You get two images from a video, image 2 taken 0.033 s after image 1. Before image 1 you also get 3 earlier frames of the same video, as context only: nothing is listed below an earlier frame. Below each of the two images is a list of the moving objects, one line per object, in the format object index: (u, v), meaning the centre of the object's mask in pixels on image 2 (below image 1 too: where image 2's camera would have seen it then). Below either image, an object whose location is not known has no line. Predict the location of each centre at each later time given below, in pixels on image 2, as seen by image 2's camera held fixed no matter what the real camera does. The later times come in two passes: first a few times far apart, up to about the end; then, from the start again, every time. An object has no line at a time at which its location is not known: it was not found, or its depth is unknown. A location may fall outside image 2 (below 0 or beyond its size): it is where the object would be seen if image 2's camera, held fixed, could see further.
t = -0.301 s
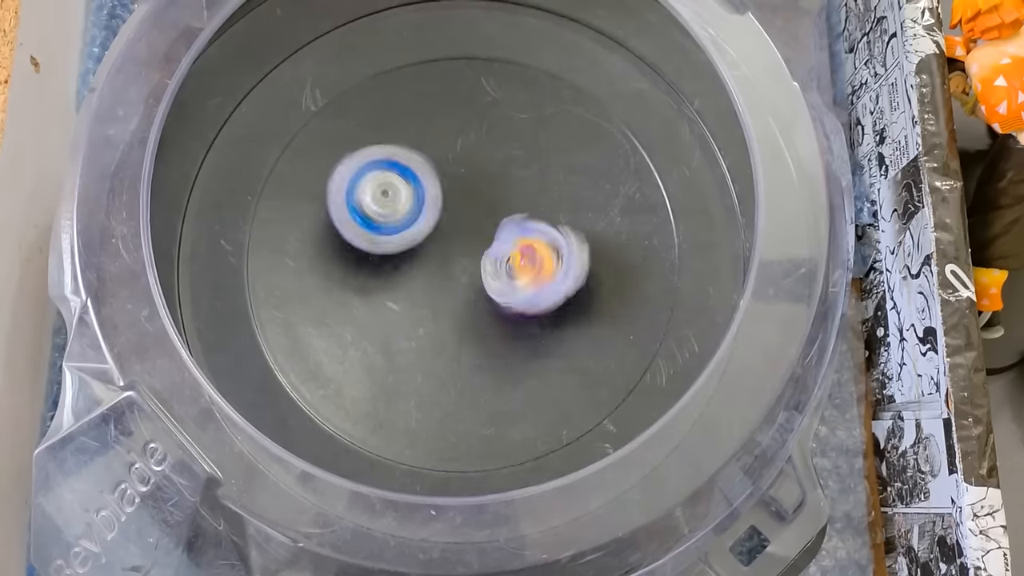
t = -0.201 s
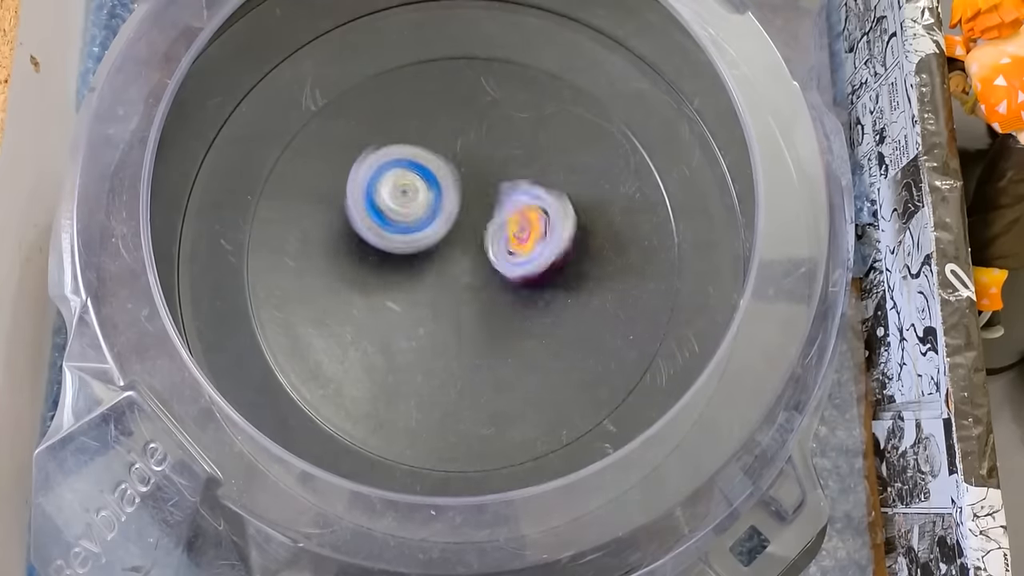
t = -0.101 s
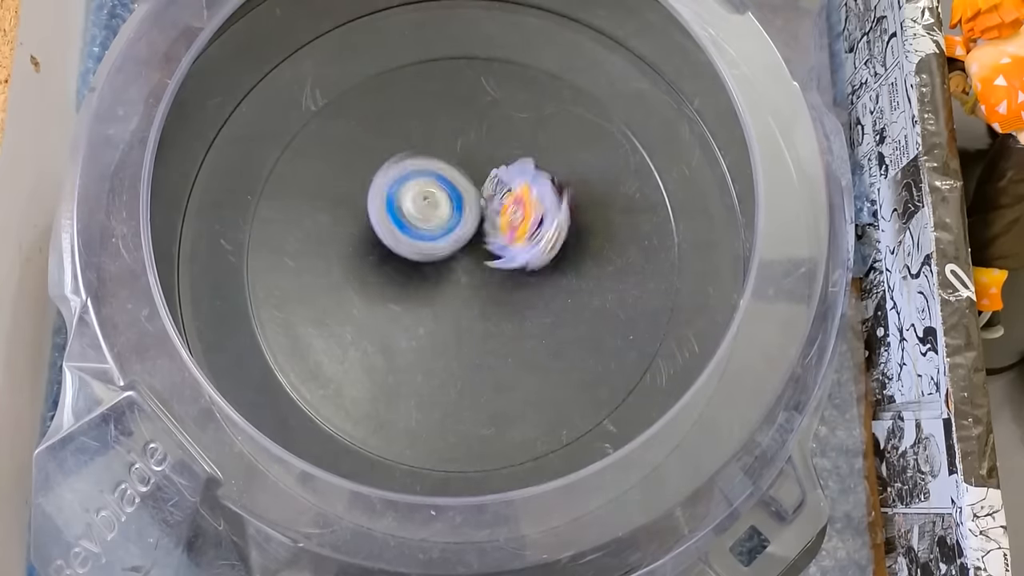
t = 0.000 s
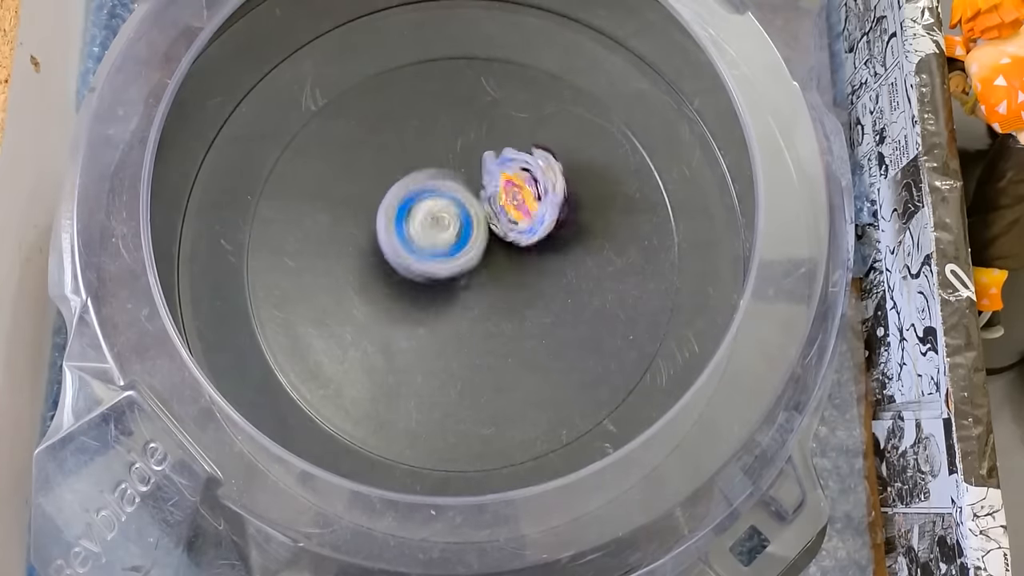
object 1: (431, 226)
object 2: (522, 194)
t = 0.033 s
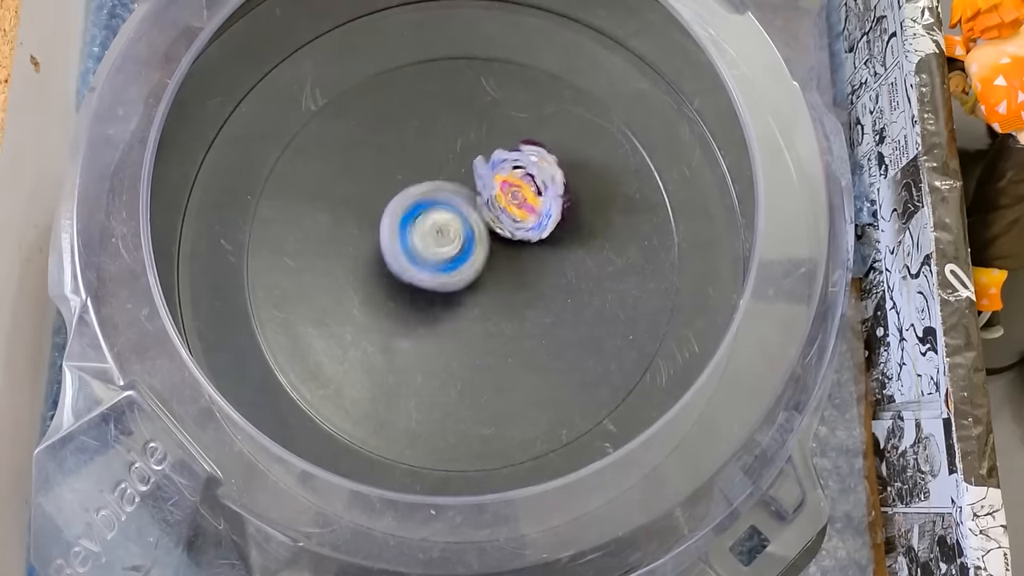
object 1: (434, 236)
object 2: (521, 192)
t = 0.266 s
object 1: (460, 272)
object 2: (517, 192)
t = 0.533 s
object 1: (505, 288)
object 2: (518, 188)
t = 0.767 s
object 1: (516, 288)
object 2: (513, 190)
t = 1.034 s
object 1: (481, 274)
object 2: (513, 187)
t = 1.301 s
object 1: (443, 270)
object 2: (513, 192)
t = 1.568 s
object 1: (413, 273)
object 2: (510, 191)
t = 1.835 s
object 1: (442, 258)
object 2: (512, 190)
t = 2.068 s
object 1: (473, 268)
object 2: (506, 176)
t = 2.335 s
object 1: (509, 275)
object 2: (494, 183)
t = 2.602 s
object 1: (531, 260)
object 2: (465, 212)
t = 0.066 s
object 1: (438, 244)
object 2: (520, 191)
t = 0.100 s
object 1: (443, 252)
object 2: (518, 191)
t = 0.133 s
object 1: (447, 257)
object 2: (518, 191)
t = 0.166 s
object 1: (447, 263)
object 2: (518, 192)
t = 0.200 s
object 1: (451, 267)
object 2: (518, 192)
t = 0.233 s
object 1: (455, 269)
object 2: (517, 192)
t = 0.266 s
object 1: (460, 272)
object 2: (517, 192)
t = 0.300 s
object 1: (467, 275)
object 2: (517, 192)
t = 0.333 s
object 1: (471, 278)
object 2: (517, 191)
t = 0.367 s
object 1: (475, 278)
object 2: (517, 192)
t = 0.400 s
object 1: (478, 278)
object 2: (517, 191)
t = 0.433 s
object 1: (484, 279)
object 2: (517, 190)
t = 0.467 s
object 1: (493, 280)
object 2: (517, 190)
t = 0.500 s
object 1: (500, 284)
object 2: (518, 190)
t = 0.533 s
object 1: (505, 288)
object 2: (518, 188)
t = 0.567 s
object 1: (506, 288)
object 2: (516, 189)
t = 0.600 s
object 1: (510, 289)
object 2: (513, 190)
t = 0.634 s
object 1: (515, 292)
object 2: (513, 190)
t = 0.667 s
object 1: (517, 294)
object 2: (514, 191)
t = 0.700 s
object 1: (515, 292)
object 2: (513, 191)
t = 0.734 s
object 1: (516, 290)
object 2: (513, 190)
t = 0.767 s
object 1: (516, 288)
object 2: (513, 190)
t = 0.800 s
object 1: (512, 286)
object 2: (513, 188)
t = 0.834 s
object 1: (509, 286)
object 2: (510, 184)
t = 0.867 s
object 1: (507, 283)
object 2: (506, 182)
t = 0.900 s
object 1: (501, 282)
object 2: (505, 181)
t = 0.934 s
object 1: (494, 281)
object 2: (505, 181)
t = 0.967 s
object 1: (492, 278)
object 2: (506, 183)
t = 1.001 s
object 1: (488, 275)
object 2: (510, 183)
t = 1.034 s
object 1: (481, 274)
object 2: (513, 187)
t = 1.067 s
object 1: (476, 273)
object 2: (517, 188)
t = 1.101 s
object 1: (472, 272)
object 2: (518, 189)
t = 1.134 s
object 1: (467, 272)
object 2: (516, 189)
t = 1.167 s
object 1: (462, 270)
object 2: (512, 188)
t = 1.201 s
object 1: (456, 270)
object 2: (510, 188)
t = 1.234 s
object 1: (451, 270)
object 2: (510, 188)
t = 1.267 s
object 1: (448, 270)
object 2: (511, 190)
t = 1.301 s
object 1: (443, 270)
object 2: (513, 192)
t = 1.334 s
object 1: (437, 270)
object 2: (513, 192)
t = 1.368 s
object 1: (434, 270)
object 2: (512, 192)
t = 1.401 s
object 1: (429, 273)
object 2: (510, 191)
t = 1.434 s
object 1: (423, 273)
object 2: (510, 191)
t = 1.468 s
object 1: (421, 273)
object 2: (511, 192)
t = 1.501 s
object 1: (417, 276)
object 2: (512, 192)
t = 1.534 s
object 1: (412, 275)
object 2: (510, 192)
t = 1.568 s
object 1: (413, 273)
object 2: (510, 191)
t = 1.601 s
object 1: (414, 272)
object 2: (511, 192)
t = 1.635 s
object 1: (416, 271)
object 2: (510, 192)
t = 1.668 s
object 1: (420, 266)
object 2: (510, 192)
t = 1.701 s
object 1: (427, 266)
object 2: (510, 192)
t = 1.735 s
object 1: (430, 264)
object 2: (510, 192)
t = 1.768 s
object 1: (433, 260)
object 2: (510, 192)
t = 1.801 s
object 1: (439, 259)
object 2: (511, 191)
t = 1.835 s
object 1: (442, 258)
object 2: (512, 190)
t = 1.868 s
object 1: (443, 253)
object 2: (512, 189)
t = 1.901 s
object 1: (449, 254)
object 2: (511, 187)
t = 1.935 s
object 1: (455, 254)
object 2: (512, 185)
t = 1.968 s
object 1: (465, 267)
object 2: (510, 177)
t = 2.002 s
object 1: (469, 270)
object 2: (506, 175)
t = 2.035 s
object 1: (476, 269)
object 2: (506, 176)
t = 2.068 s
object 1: (473, 268)
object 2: (506, 176)
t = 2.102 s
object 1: (478, 275)
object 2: (506, 178)
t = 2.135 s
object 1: (480, 275)
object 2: (507, 180)
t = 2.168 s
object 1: (480, 275)
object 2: (507, 181)
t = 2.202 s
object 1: (490, 277)
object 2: (506, 179)
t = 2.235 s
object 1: (495, 279)
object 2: (503, 174)
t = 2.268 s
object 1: (497, 282)
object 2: (500, 173)
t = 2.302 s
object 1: (503, 280)
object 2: (498, 178)
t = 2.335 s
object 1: (509, 275)
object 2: (494, 183)
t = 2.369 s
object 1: (513, 270)
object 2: (492, 187)
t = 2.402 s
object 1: (517, 267)
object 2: (489, 191)
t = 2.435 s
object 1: (524, 265)
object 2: (485, 194)
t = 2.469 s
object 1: (528, 263)
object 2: (482, 198)
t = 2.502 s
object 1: (531, 261)
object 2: (479, 203)
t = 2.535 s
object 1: (531, 259)
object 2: (474, 207)
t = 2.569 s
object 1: (531, 259)
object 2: (470, 209)
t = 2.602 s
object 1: (531, 260)
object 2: (465, 212)
